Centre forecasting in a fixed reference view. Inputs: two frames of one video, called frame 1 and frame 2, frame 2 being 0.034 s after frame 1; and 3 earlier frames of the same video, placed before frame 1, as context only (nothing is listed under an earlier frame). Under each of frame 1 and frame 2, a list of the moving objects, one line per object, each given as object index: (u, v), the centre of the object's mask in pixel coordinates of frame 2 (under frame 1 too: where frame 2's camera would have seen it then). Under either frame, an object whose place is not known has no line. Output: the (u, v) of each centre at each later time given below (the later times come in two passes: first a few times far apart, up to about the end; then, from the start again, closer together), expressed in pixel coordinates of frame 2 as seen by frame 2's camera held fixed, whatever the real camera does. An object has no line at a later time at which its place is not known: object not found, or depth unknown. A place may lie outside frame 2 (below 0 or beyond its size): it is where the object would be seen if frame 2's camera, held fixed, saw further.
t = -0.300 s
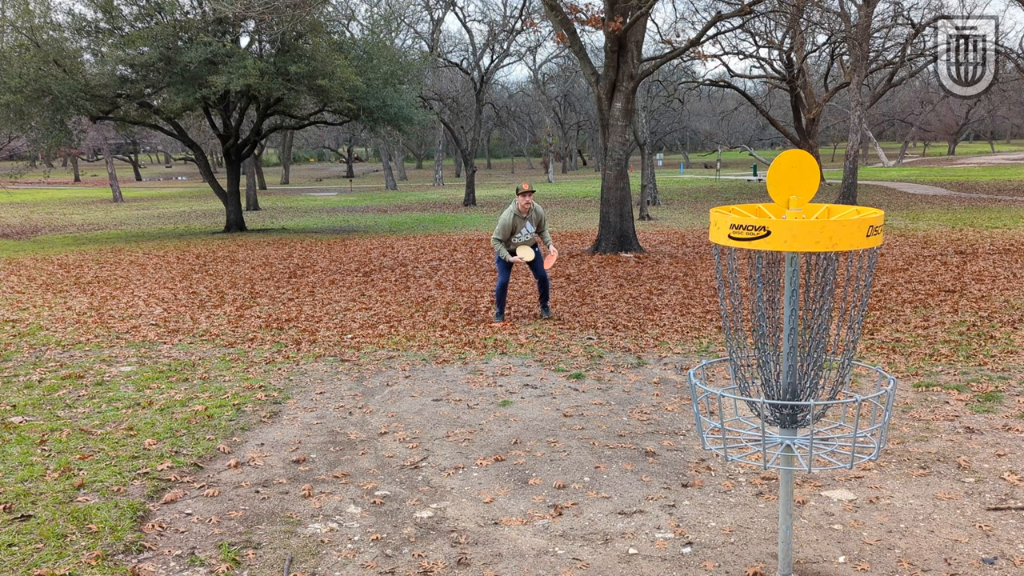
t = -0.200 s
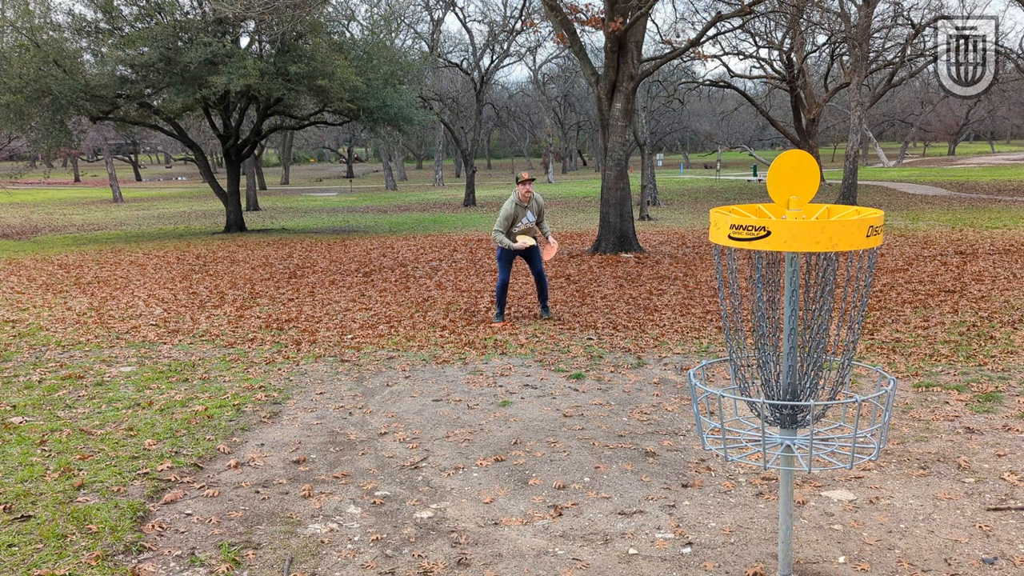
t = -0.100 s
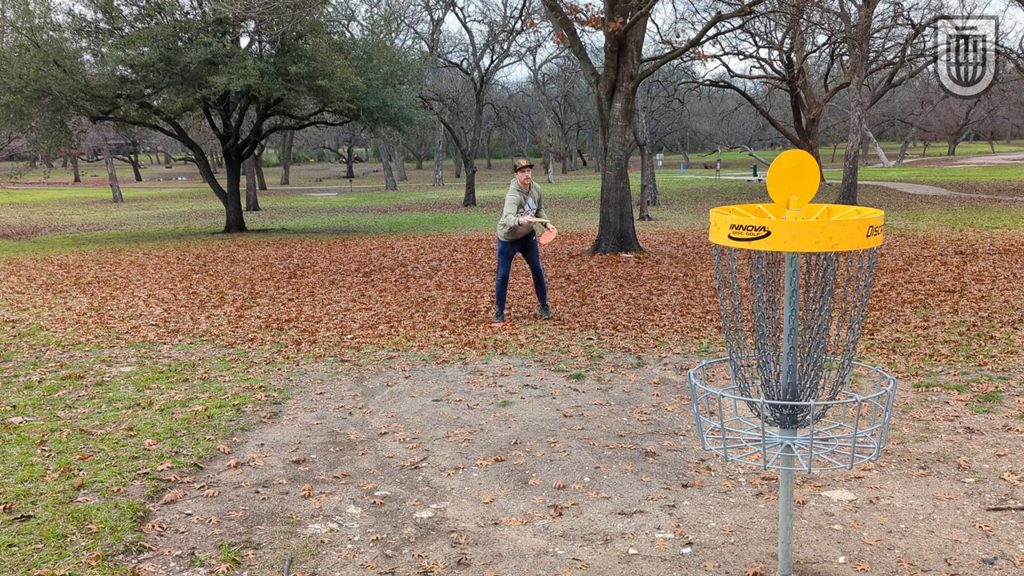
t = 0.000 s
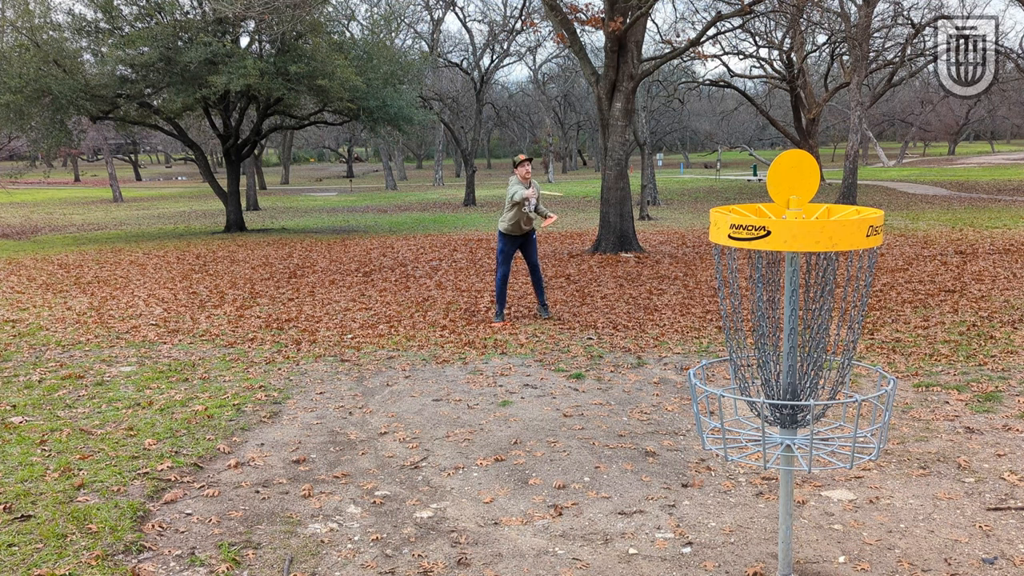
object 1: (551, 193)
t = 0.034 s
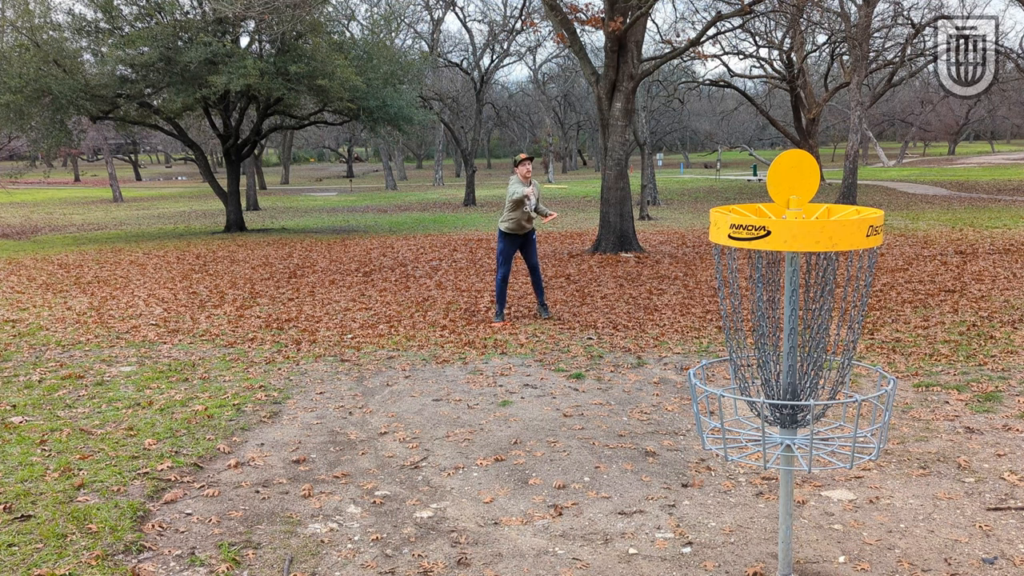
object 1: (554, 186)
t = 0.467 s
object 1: (651, 228)
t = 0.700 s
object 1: (751, 374)
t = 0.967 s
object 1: (737, 419)
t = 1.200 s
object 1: (734, 426)
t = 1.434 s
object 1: (734, 431)
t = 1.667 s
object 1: (734, 431)
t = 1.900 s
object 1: (734, 431)
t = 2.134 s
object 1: (734, 431)
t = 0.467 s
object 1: (651, 228)
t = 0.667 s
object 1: (749, 363)
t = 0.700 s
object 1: (751, 374)
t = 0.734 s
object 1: (743, 380)
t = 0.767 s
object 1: (738, 389)
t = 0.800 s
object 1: (735, 399)
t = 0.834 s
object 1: (728, 413)
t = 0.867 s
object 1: (728, 415)
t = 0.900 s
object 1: (730, 414)
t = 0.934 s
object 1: (735, 417)
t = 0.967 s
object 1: (737, 419)
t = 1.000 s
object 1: (741, 420)
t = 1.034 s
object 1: (736, 423)
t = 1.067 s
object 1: (733, 427)
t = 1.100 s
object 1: (734, 426)
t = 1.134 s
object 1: (734, 425)
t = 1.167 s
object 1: (734, 425)
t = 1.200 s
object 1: (734, 426)
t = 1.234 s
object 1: (733, 430)
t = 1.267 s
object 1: (734, 431)
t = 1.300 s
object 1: (734, 430)
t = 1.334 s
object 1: (734, 431)
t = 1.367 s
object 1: (734, 431)
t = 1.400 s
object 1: (734, 431)
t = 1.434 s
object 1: (734, 431)
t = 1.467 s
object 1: (734, 431)
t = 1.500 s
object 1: (734, 431)
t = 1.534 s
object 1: (734, 431)
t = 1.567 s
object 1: (734, 431)
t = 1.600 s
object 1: (734, 431)
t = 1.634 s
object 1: (734, 431)
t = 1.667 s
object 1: (734, 431)
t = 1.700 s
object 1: (734, 431)
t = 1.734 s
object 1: (734, 431)
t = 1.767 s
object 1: (734, 431)
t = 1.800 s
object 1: (734, 431)
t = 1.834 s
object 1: (734, 431)
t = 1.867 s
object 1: (734, 431)
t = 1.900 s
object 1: (734, 431)
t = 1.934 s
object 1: (734, 431)
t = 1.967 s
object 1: (734, 431)
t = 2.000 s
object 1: (734, 431)
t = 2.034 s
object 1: (734, 431)
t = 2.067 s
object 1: (734, 431)
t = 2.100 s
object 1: (734, 431)
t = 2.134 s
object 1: (734, 431)
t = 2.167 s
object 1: (734, 431)
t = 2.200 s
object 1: (734, 431)
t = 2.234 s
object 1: (734, 431)
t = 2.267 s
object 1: (734, 431)
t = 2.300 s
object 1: (731, 430)
